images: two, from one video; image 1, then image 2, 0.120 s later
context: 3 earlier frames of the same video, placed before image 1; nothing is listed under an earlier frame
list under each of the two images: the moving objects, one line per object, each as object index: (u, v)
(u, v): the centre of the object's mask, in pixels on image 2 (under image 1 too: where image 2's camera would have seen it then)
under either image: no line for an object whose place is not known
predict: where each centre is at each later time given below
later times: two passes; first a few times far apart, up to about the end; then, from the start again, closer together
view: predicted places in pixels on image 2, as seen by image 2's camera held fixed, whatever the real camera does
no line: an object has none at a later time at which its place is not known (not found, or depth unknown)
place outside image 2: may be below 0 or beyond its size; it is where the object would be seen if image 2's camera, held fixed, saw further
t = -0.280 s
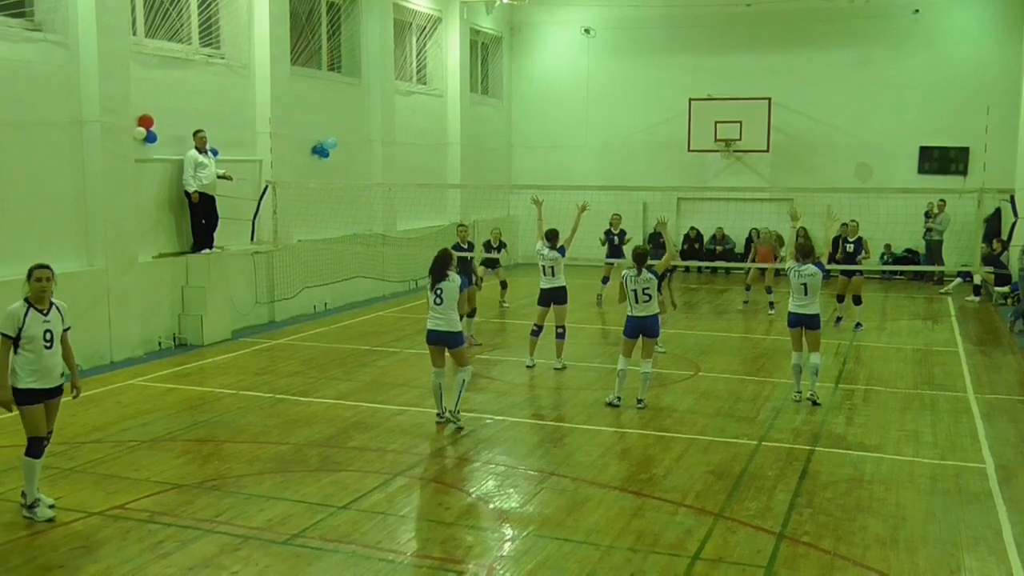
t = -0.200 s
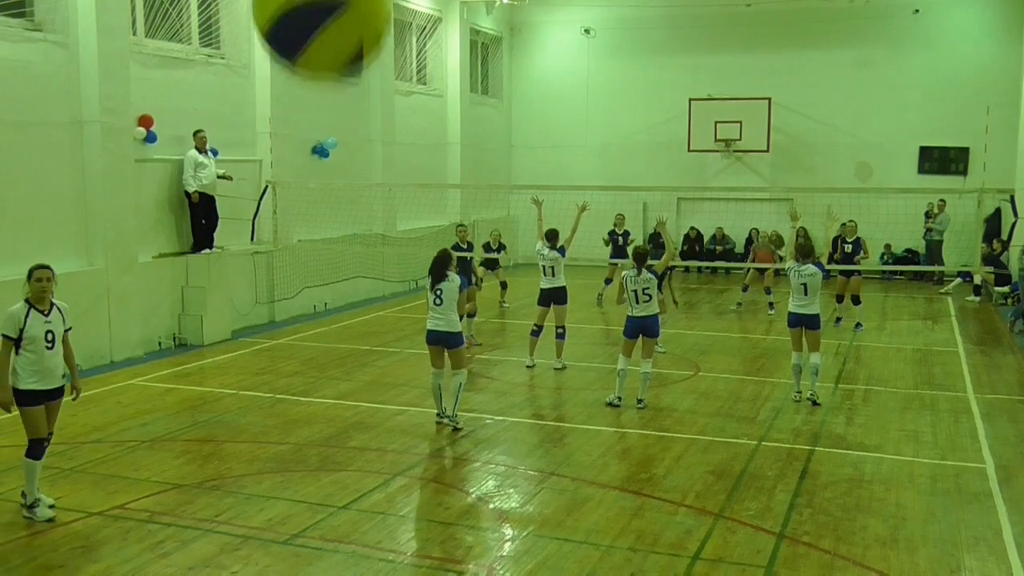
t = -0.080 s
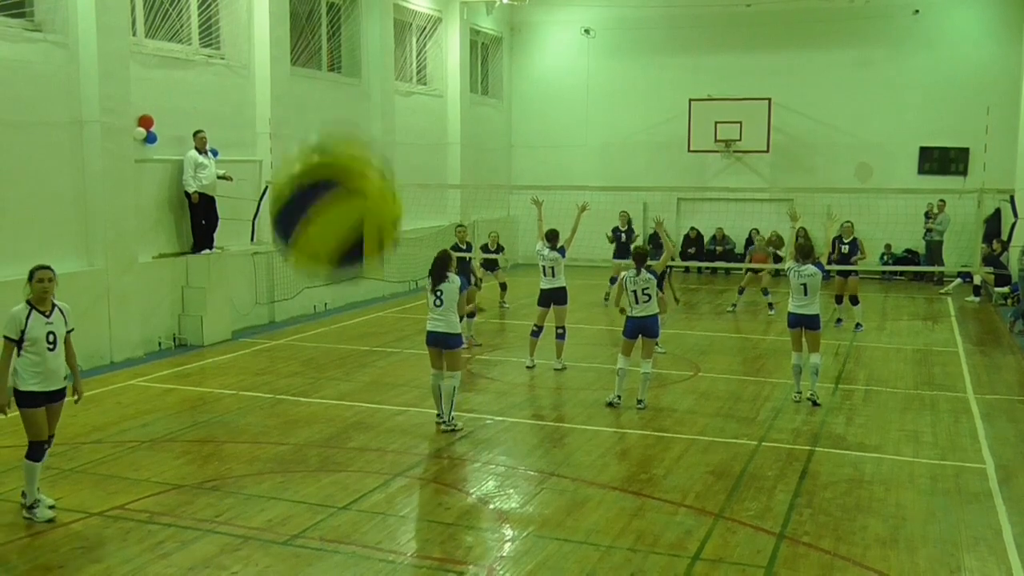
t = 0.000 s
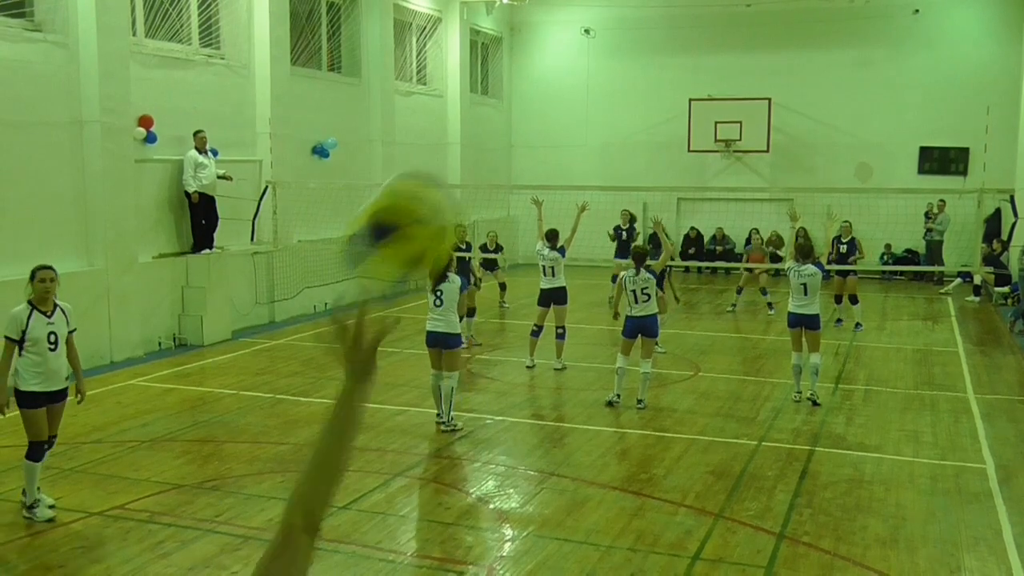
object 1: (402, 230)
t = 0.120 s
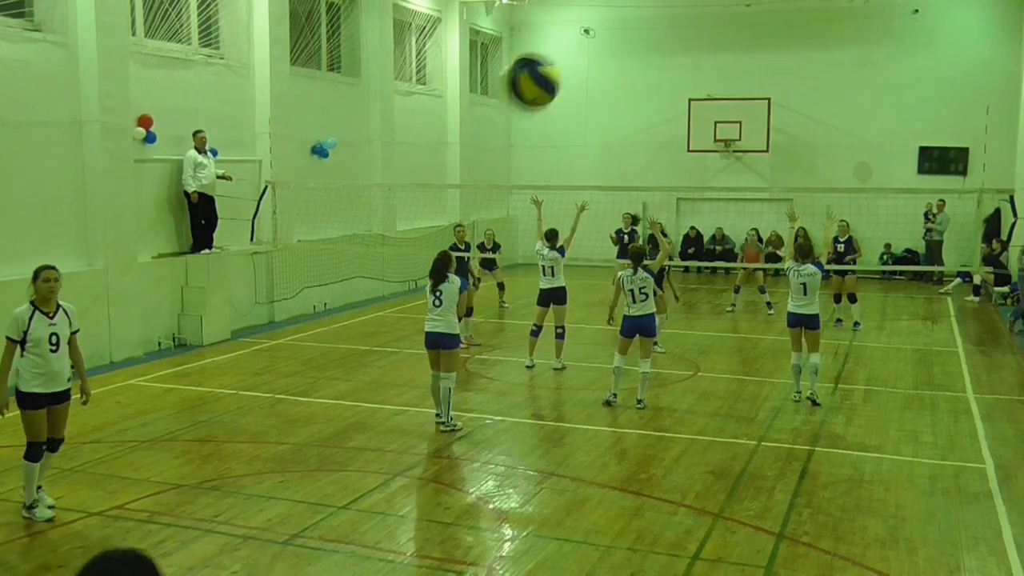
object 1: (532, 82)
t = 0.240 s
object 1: (576, 46)
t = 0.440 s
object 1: (602, 58)
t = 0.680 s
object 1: (604, 111)
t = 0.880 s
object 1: (603, 168)
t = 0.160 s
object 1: (551, 63)
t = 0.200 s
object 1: (566, 51)
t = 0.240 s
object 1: (576, 46)
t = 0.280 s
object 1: (585, 44)
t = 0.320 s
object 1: (591, 44)
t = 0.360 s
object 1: (595, 48)
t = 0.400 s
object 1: (599, 52)
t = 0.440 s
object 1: (602, 58)
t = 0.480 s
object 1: (604, 65)
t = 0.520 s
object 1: (605, 72)
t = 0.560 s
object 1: (604, 81)
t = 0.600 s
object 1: (604, 92)
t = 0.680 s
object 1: (604, 111)
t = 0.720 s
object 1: (605, 122)
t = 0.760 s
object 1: (605, 133)
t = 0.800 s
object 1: (604, 145)
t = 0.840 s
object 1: (604, 156)
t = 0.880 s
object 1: (603, 168)
